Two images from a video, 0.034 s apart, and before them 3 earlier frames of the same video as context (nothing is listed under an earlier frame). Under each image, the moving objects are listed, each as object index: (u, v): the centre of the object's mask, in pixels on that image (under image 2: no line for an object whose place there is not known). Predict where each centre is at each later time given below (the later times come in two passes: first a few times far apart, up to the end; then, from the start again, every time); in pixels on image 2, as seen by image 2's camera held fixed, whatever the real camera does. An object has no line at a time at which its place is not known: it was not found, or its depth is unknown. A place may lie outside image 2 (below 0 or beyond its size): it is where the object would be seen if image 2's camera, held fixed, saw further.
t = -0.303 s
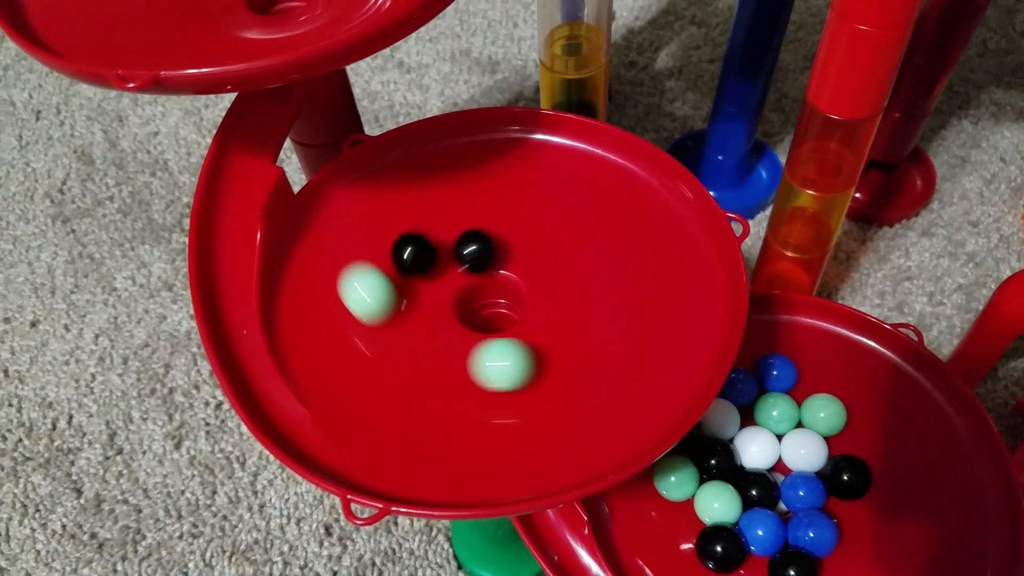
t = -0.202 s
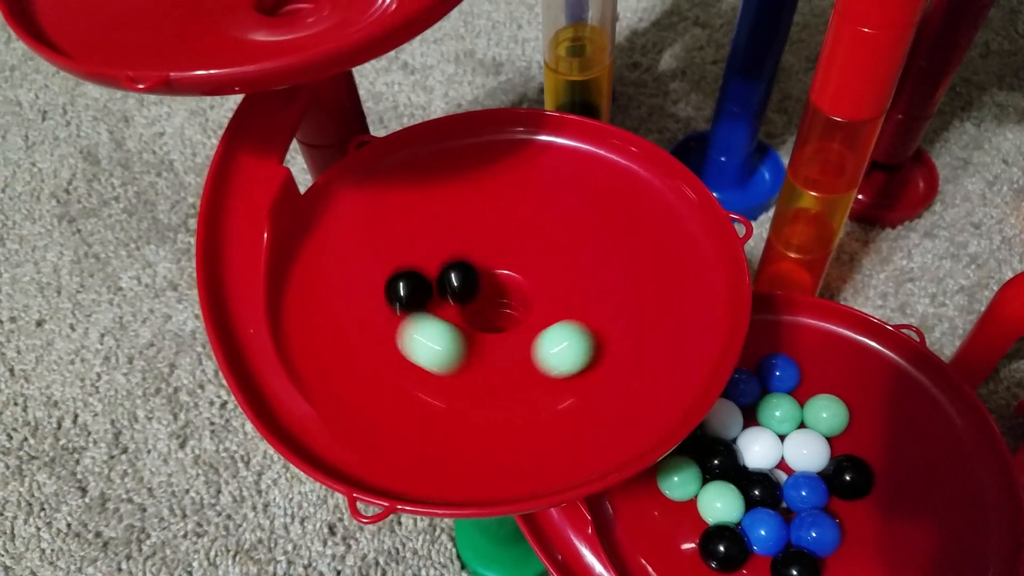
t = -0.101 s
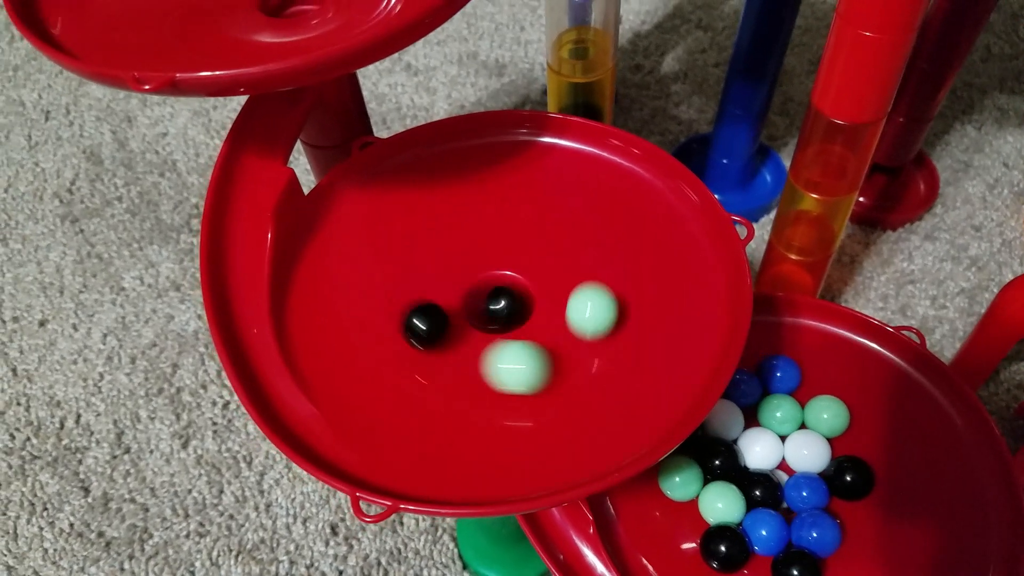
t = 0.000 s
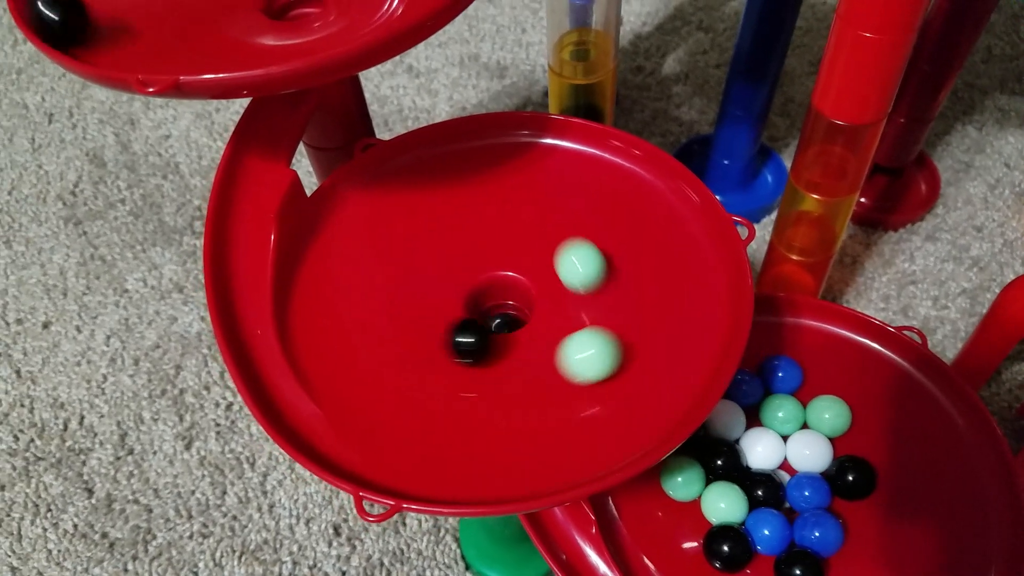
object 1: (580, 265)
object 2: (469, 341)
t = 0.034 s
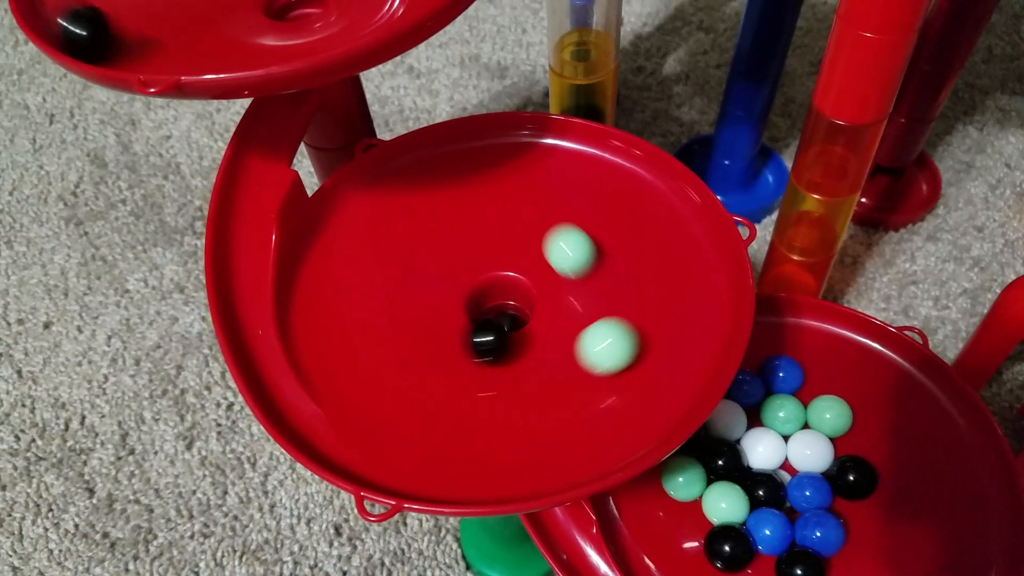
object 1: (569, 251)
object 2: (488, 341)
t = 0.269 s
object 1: (443, 208)
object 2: (551, 263)
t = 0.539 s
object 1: (379, 293)
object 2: (439, 236)
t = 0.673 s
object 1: (429, 346)
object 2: (403, 281)
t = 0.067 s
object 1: (554, 237)
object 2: (506, 335)
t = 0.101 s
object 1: (538, 226)
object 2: (522, 328)
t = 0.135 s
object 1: (519, 217)
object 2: (536, 318)
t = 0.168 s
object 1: (499, 211)
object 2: (546, 304)
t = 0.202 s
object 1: (480, 208)
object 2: (551, 290)
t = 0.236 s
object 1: (461, 207)
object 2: (553, 276)
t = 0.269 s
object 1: (443, 208)
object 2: (551, 263)
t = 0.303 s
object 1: (427, 212)
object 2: (546, 251)
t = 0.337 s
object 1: (412, 218)
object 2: (534, 240)
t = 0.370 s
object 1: (399, 227)
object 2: (520, 232)
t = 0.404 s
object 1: (389, 238)
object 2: (503, 227)
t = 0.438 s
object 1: (381, 250)
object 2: (486, 225)
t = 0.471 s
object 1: (378, 263)
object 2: (470, 226)
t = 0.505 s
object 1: (377, 278)
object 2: (454, 230)
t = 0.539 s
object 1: (379, 293)
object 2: (439, 236)
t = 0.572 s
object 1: (386, 308)
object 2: (426, 245)
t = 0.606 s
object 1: (396, 322)
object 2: (415, 255)
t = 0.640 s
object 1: (411, 335)
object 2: (407, 268)
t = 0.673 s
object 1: (429, 346)
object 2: (403, 281)
